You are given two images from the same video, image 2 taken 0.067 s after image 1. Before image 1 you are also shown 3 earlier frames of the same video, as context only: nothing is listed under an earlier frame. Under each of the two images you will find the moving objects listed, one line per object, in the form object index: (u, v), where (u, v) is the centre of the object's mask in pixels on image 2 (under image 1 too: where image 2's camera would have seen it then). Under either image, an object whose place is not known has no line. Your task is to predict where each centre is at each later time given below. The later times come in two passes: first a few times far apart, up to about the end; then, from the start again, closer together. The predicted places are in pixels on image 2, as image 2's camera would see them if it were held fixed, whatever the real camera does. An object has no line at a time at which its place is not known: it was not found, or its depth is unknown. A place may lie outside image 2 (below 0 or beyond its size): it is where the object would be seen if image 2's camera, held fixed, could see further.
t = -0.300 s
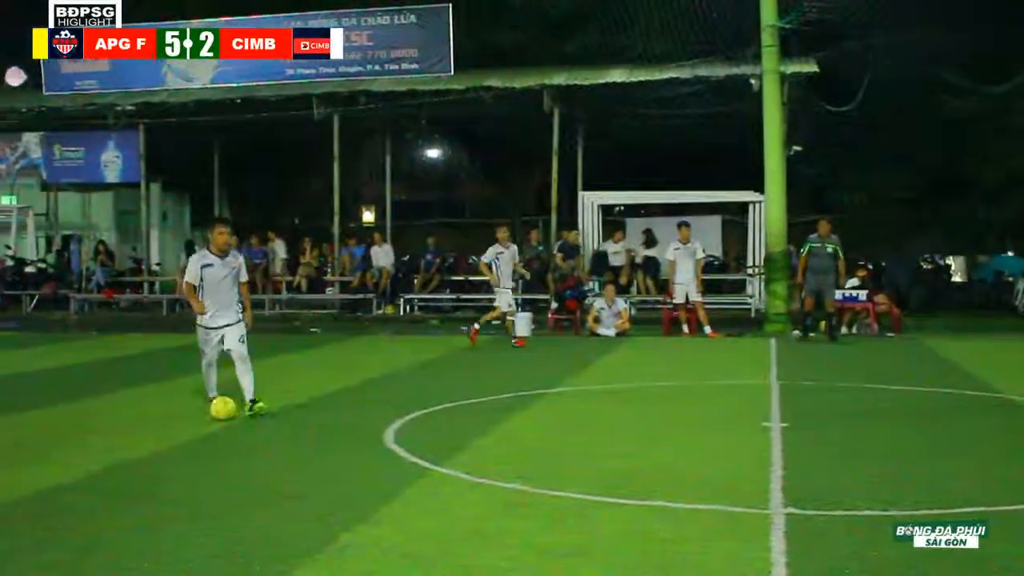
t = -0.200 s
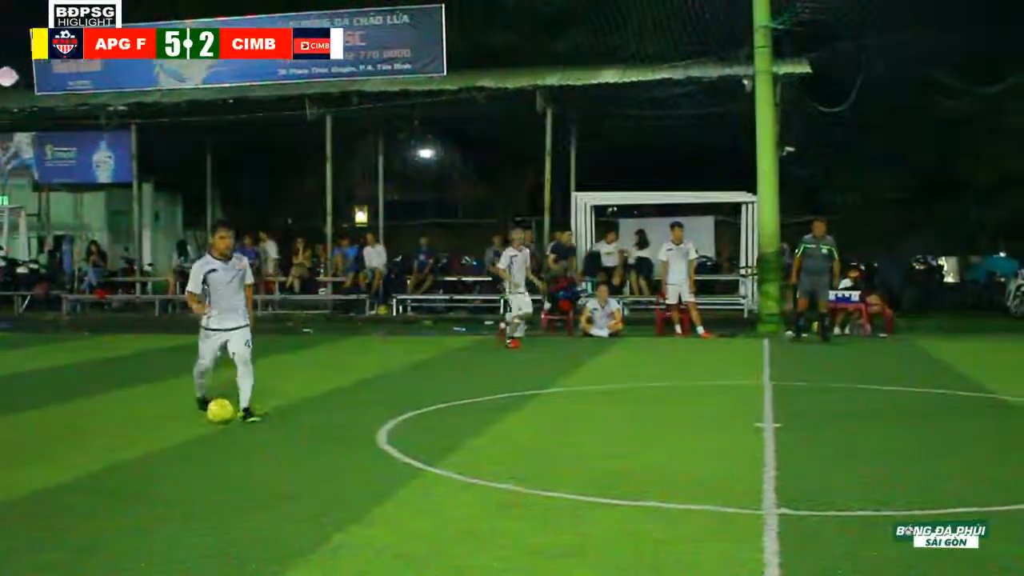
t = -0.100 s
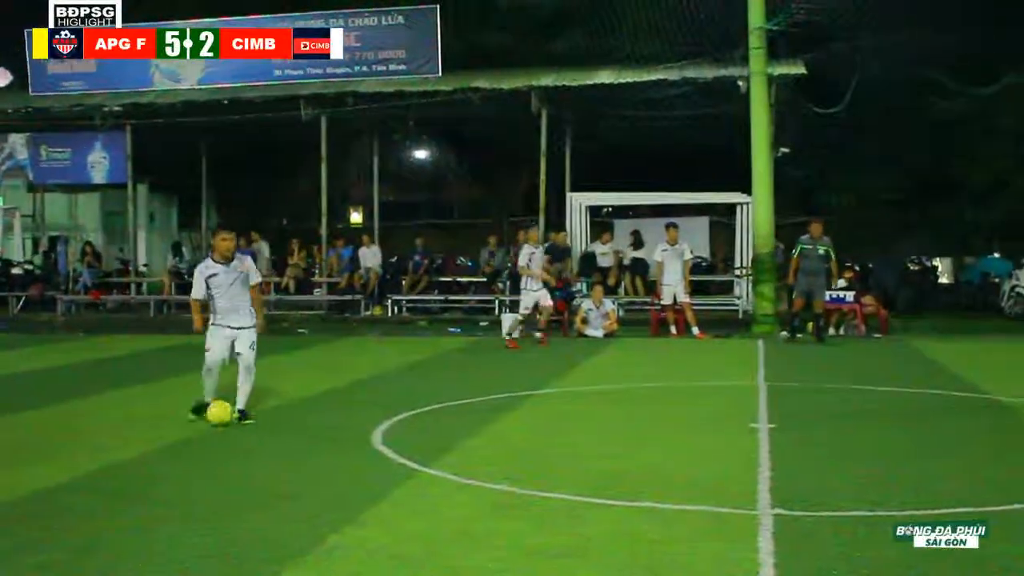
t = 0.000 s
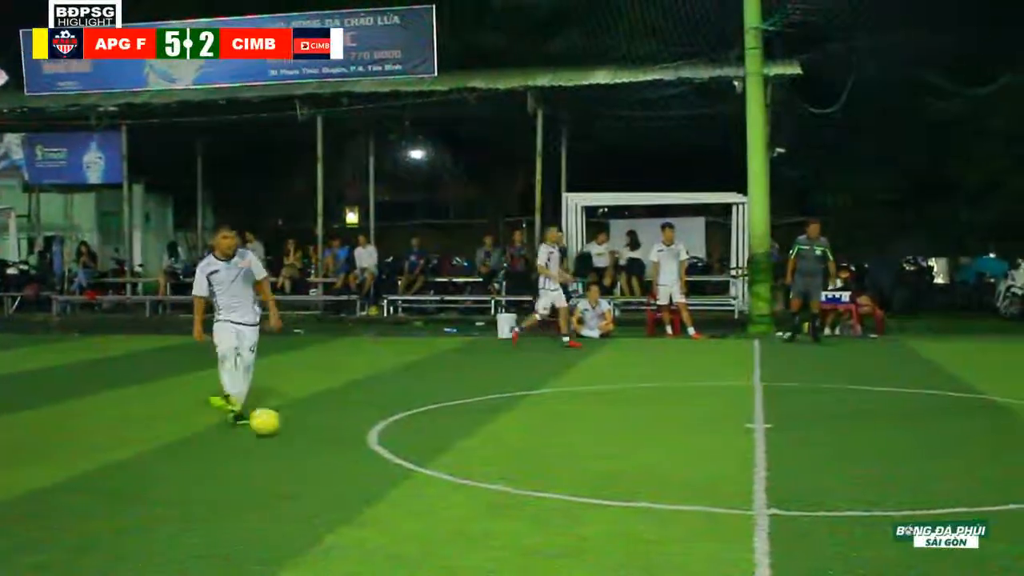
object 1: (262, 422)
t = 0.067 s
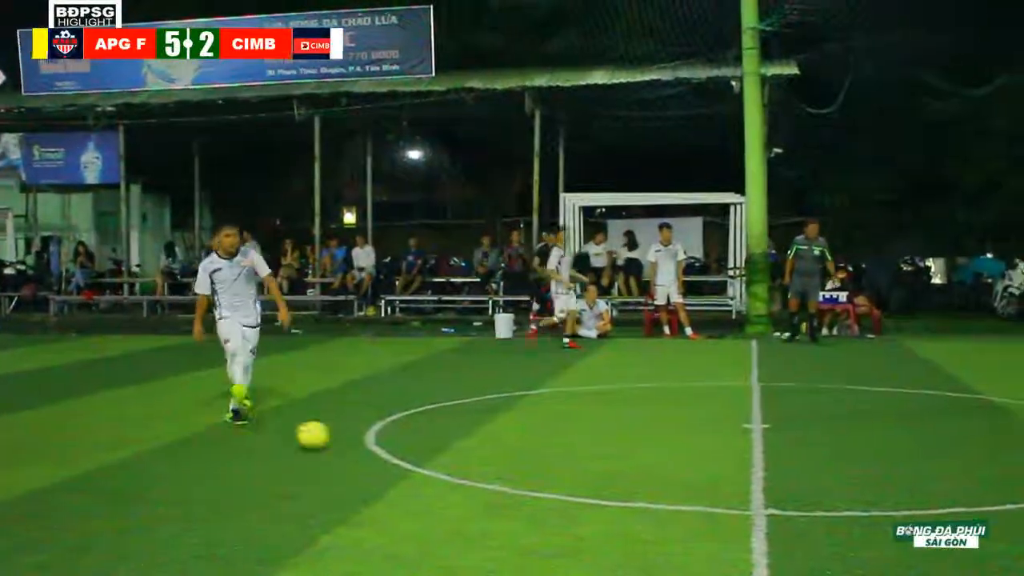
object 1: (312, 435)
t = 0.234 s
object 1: (463, 464)
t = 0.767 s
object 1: (1203, 608)
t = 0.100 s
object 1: (340, 440)
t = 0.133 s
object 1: (368, 445)
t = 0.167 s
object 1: (399, 451)
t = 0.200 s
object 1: (431, 458)
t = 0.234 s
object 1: (463, 464)
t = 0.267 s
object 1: (498, 472)
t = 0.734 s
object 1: (1149, 599)
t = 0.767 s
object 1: (1203, 608)
